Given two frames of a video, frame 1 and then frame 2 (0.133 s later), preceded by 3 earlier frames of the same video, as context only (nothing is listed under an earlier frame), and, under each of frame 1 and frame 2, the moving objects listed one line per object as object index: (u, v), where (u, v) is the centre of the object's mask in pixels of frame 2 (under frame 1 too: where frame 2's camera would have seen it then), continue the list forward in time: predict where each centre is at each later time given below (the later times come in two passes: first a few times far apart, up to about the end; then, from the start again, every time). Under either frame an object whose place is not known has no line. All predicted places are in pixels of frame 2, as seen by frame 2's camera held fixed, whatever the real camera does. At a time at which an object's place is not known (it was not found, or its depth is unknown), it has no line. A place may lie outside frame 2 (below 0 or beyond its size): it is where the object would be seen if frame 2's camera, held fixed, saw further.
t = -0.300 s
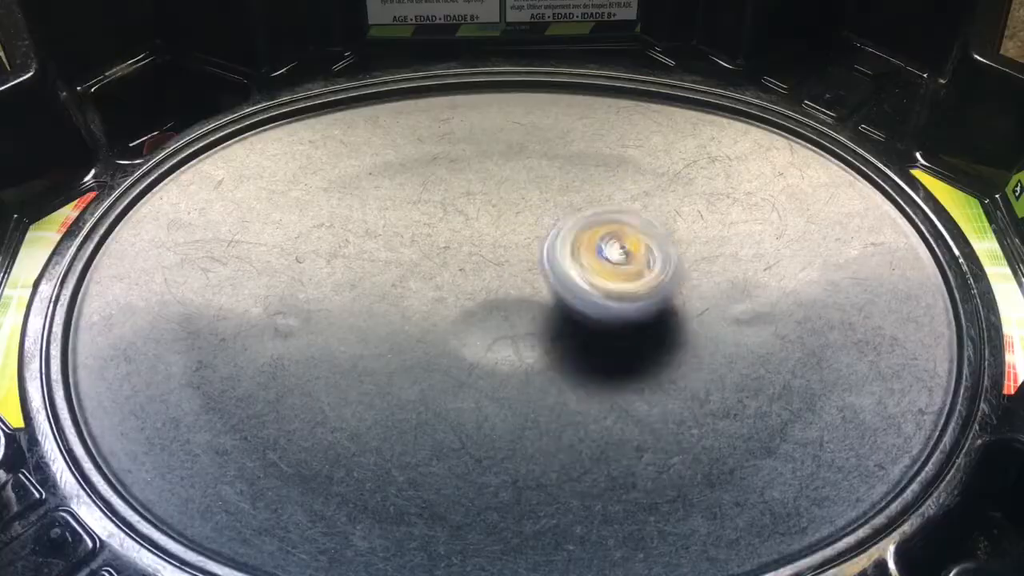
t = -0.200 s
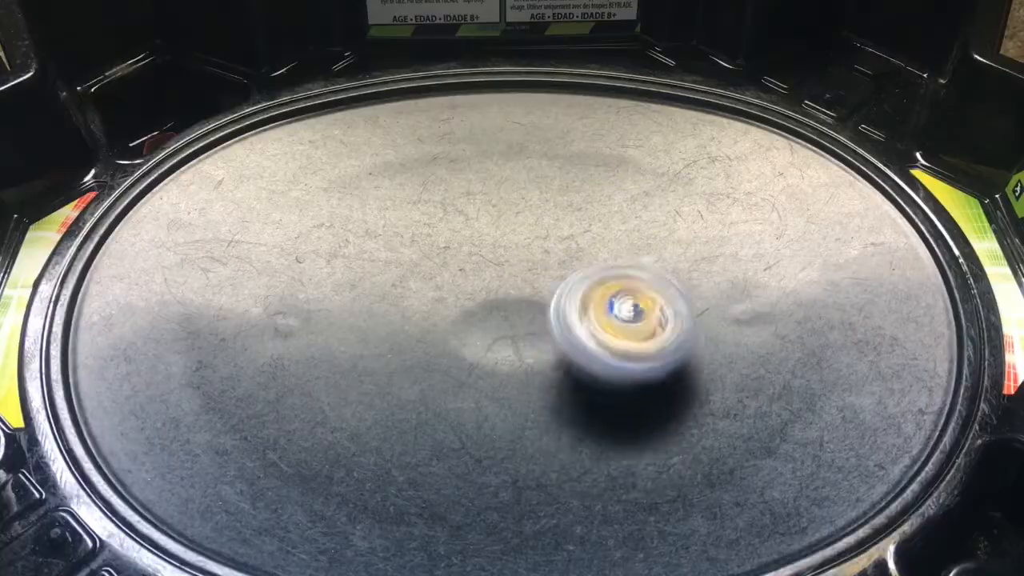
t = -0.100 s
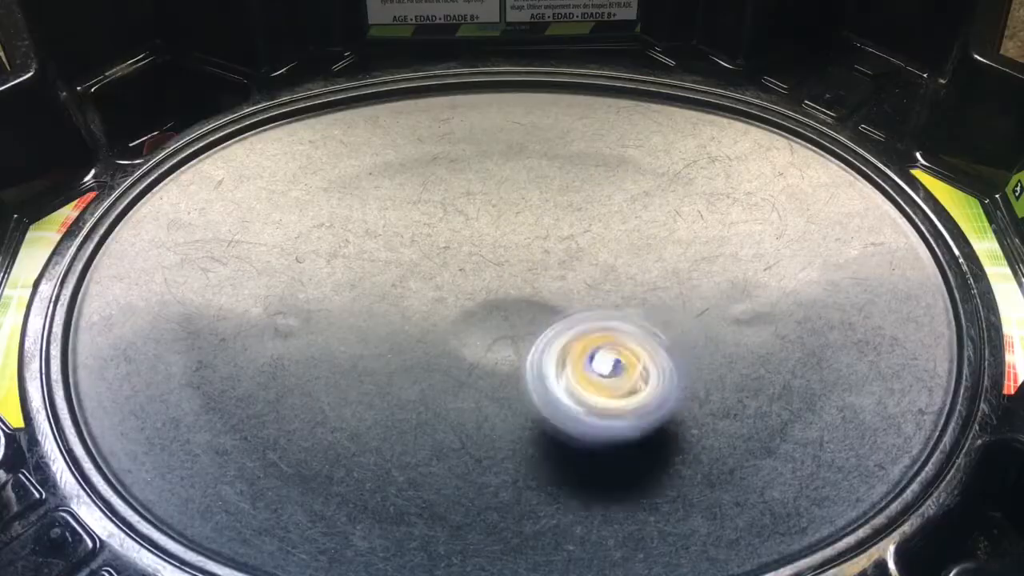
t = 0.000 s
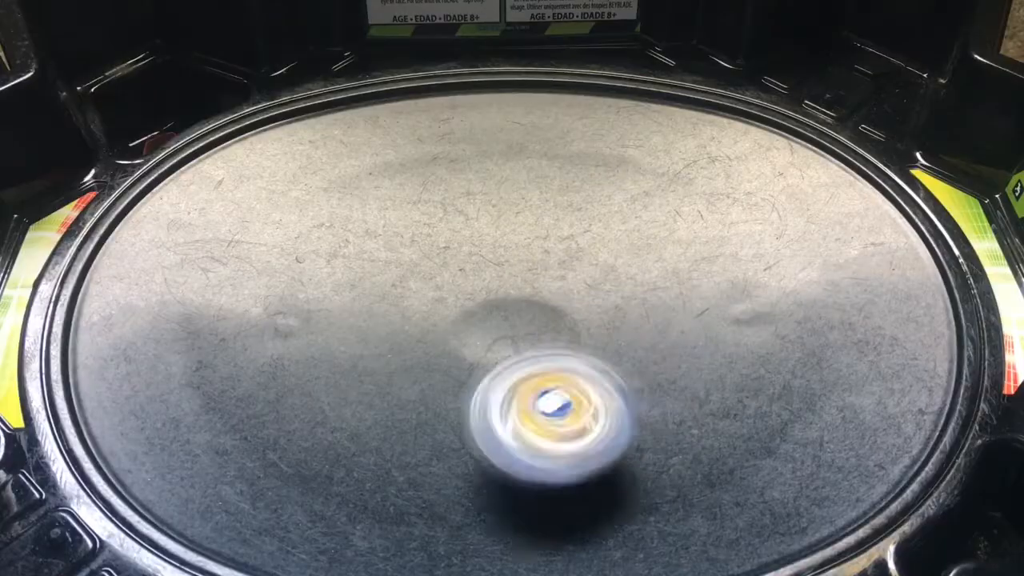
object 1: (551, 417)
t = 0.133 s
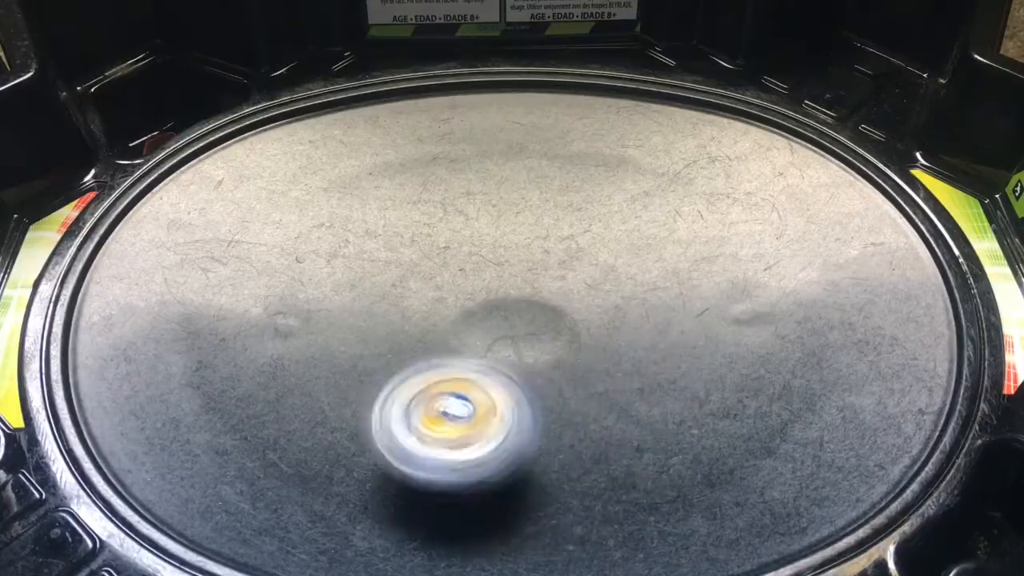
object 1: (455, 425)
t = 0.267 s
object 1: (385, 370)
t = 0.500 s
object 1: (419, 243)
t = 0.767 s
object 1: (571, 187)
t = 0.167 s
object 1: (431, 416)
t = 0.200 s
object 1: (409, 403)
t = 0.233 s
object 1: (395, 387)
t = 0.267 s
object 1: (385, 370)
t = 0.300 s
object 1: (379, 350)
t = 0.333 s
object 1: (376, 332)
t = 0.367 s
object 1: (378, 311)
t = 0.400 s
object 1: (385, 293)
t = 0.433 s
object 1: (391, 276)
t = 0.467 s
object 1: (403, 258)
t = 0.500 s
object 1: (419, 243)
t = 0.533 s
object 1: (433, 231)
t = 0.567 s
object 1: (448, 218)
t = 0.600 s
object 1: (466, 209)
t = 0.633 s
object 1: (487, 200)
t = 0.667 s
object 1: (505, 194)
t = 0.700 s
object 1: (525, 190)
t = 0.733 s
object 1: (549, 187)
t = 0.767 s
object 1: (571, 187)
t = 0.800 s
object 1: (591, 192)
